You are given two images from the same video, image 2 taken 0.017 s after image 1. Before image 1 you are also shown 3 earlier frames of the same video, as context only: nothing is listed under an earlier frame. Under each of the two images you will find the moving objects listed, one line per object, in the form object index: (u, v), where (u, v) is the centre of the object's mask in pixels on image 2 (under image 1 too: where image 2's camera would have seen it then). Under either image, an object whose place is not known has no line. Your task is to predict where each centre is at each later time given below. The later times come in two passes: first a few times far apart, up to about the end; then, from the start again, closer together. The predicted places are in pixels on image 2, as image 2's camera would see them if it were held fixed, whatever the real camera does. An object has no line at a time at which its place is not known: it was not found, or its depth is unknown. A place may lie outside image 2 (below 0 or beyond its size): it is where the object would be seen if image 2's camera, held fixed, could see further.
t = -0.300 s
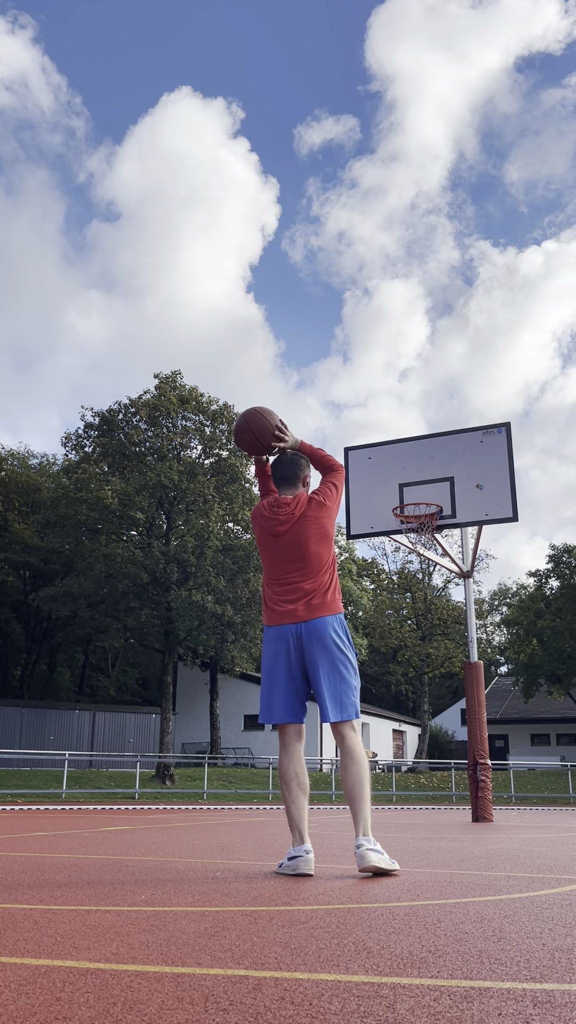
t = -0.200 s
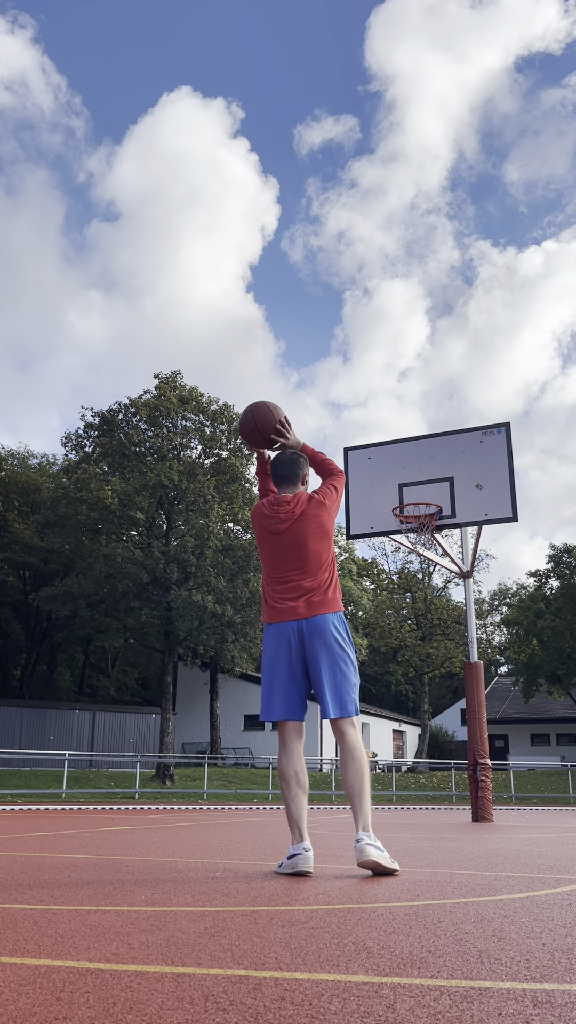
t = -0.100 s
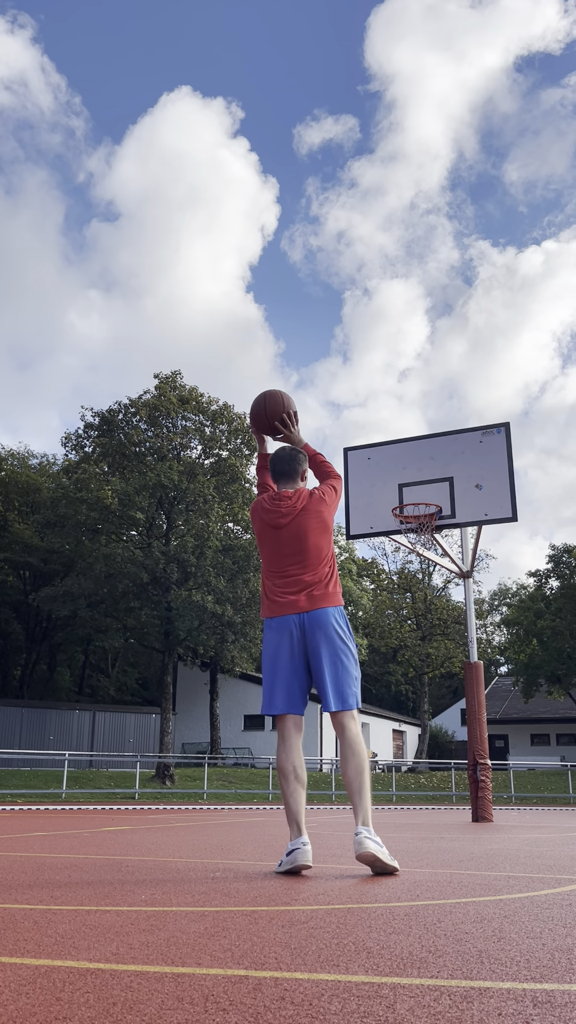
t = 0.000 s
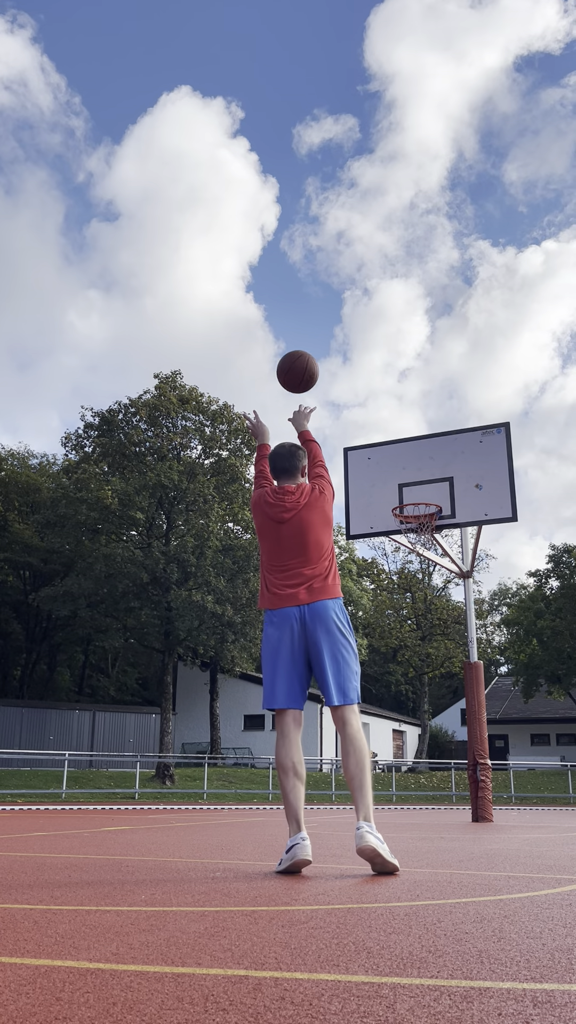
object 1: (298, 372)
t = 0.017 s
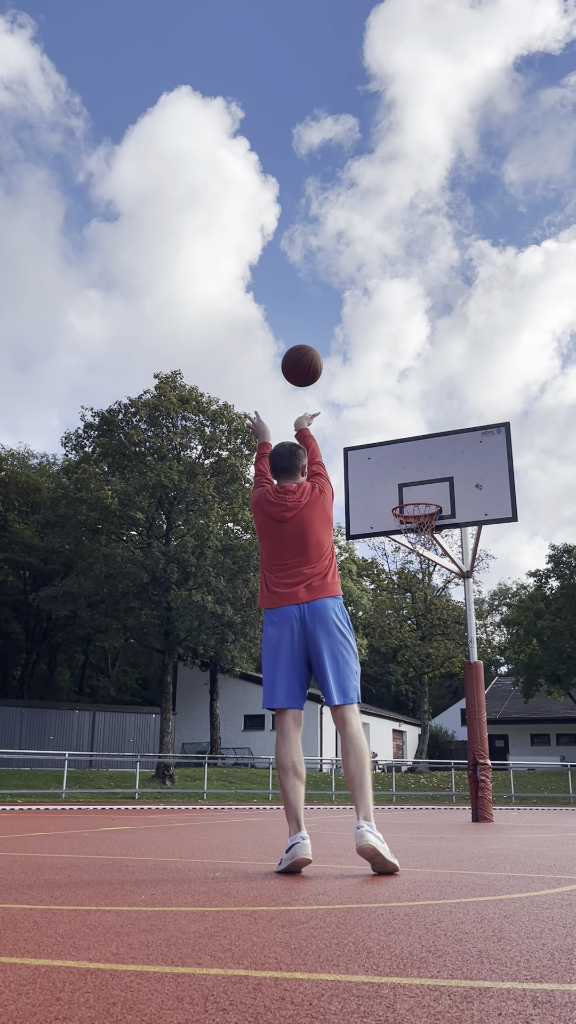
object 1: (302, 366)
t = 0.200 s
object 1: (341, 335)
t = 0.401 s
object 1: (370, 355)
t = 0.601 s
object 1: (392, 409)
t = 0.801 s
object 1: (409, 489)
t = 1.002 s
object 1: (408, 549)
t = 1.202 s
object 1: (394, 606)
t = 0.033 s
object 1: (306, 360)
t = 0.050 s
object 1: (310, 355)
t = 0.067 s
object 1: (314, 351)
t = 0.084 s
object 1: (318, 347)
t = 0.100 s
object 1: (321, 344)
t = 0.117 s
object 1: (325, 342)
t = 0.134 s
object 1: (328, 339)
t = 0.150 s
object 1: (332, 338)
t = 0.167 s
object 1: (335, 336)
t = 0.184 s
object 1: (338, 336)
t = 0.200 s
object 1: (341, 335)
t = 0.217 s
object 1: (344, 335)
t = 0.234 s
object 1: (346, 336)
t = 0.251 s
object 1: (349, 336)
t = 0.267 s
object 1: (351, 337)
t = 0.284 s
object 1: (354, 339)
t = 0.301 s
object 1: (357, 340)
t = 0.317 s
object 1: (359, 342)
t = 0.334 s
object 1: (361, 344)
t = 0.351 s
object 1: (364, 347)
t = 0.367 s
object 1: (366, 349)
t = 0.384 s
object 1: (368, 352)
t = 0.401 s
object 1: (370, 355)
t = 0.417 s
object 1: (372, 359)
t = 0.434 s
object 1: (374, 362)
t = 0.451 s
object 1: (376, 366)
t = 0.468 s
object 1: (378, 370)
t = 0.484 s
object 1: (379, 374)
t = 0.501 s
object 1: (381, 379)
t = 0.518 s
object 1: (383, 383)
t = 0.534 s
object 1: (385, 388)
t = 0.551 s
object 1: (387, 393)
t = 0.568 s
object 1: (388, 398)
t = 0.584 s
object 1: (390, 404)
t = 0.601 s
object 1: (392, 409)
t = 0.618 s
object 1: (393, 415)
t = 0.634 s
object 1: (395, 421)
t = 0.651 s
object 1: (396, 427)
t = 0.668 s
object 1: (398, 433)
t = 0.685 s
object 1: (399, 440)
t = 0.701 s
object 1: (401, 446)
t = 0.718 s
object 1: (402, 453)
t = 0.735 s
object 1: (404, 460)
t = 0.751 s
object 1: (405, 467)
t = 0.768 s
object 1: (407, 474)
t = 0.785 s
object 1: (408, 482)
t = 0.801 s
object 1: (409, 489)
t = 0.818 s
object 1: (411, 496)
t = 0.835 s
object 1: (412, 505)
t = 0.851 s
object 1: (413, 512)
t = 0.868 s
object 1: (414, 518)
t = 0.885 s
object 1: (414, 527)
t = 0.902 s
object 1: (413, 534)
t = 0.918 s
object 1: (415, 536)
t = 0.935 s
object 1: (415, 538)
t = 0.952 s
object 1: (412, 541)
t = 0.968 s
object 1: (411, 543)
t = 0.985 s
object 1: (410, 546)
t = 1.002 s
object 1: (408, 549)
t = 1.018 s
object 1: (407, 553)
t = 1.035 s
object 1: (406, 557)
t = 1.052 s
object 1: (405, 560)
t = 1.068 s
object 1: (403, 565)
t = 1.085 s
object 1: (402, 569)
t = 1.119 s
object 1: (400, 579)
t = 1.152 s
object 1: (397, 589)
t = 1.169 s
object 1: (396, 594)
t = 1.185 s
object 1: (395, 600)
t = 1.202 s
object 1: (394, 606)
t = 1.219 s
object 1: (393, 612)
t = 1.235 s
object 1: (392, 618)
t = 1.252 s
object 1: (391, 625)
